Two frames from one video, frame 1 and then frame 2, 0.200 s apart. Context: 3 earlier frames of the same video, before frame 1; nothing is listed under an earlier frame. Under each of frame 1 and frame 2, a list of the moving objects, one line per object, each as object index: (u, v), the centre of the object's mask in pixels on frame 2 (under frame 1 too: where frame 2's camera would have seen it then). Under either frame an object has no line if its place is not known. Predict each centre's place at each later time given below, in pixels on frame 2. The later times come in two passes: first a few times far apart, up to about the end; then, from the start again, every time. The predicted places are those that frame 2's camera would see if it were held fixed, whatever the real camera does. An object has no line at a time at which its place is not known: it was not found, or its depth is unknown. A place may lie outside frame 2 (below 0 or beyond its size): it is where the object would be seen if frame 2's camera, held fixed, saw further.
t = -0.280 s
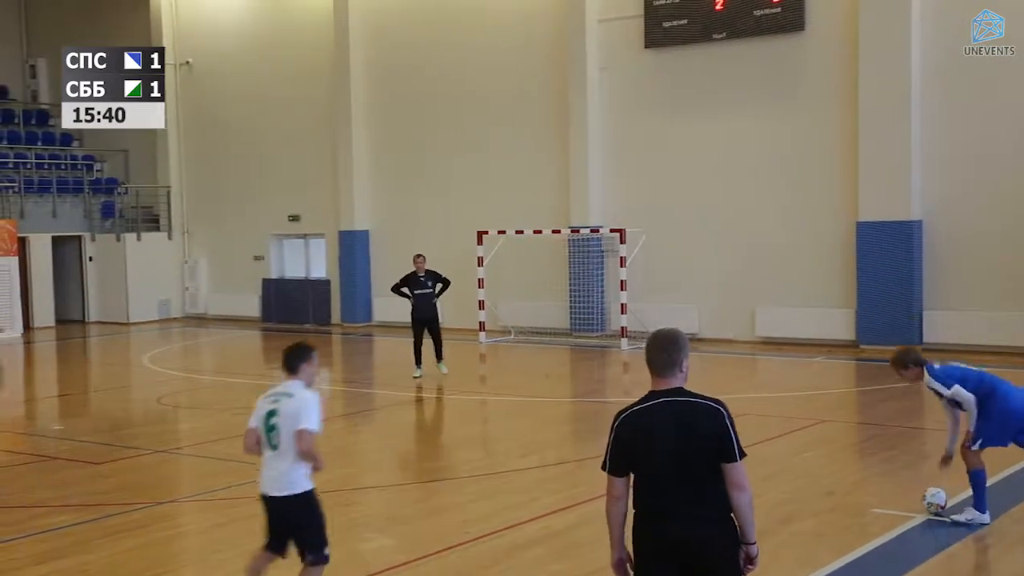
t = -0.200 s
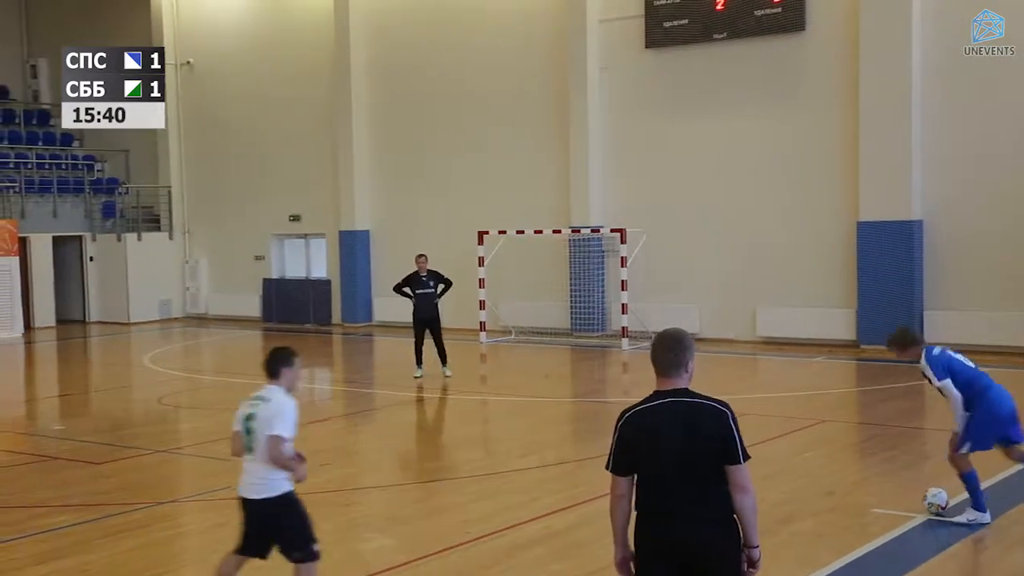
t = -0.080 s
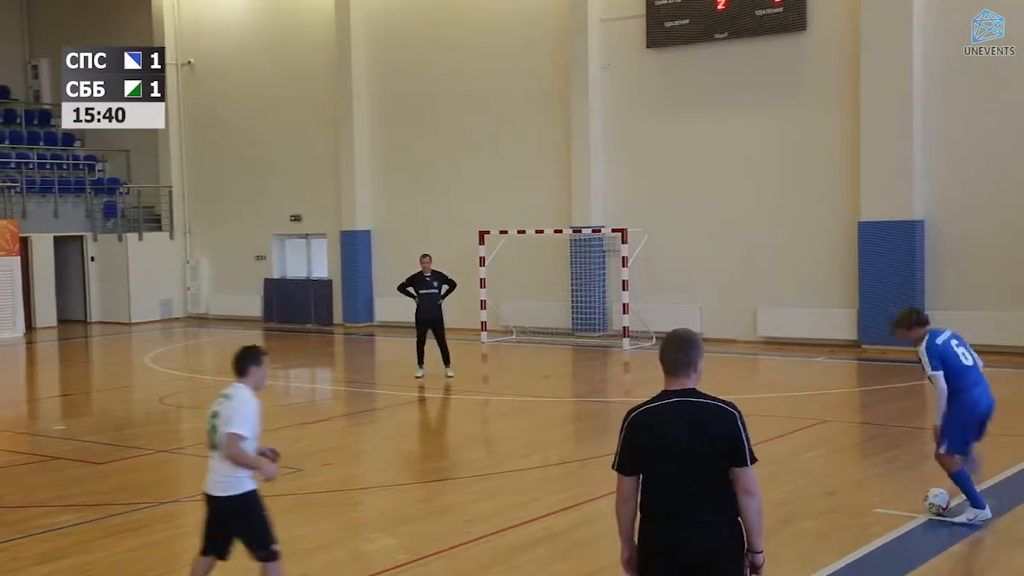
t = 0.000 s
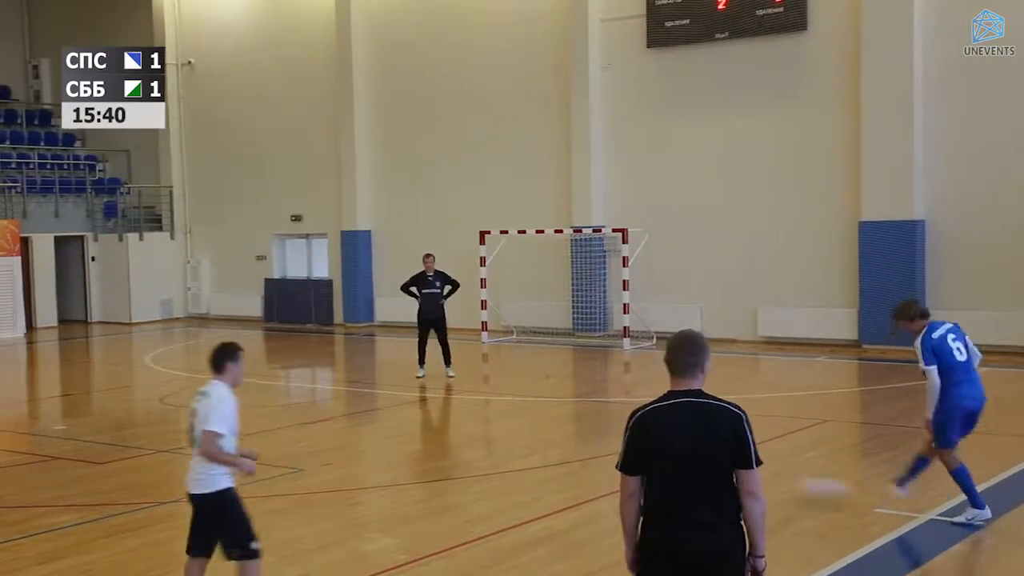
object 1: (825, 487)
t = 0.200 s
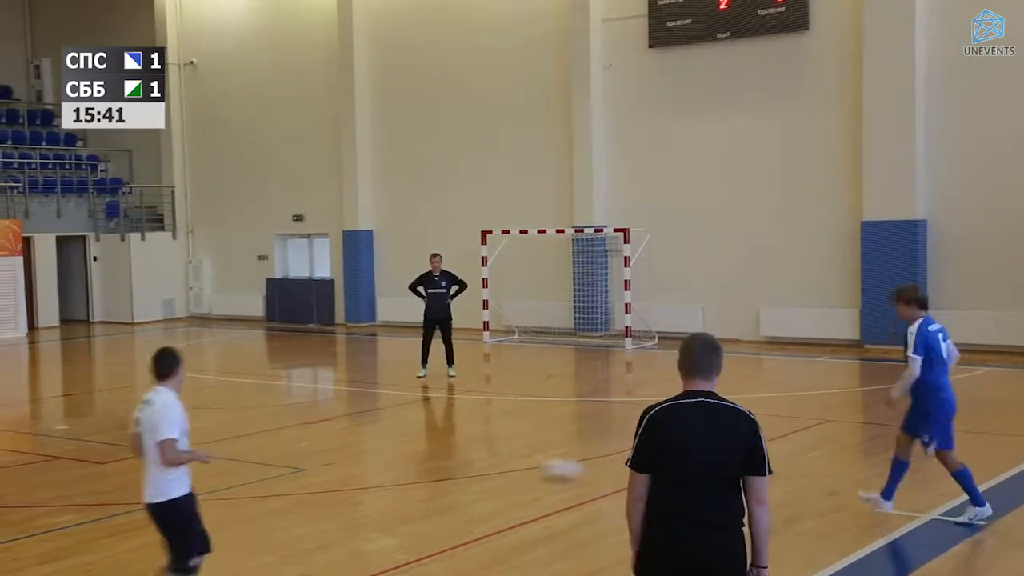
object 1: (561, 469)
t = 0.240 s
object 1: (519, 463)
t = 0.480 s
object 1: (304, 448)
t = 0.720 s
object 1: (139, 437)
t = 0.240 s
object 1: (519, 463)
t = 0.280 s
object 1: (480, 461)
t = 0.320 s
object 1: (440, 459)
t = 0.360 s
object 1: (403, 455)
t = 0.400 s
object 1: (368, 453)
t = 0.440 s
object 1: (336, 449)
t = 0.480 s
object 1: (304, 448)
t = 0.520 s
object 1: (271, 445)
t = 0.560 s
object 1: (243, 444)
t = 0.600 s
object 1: (215, 442)
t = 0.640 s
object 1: (189, 439)
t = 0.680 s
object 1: (164, 438)
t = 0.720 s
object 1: (139, 437)
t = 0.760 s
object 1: (116, 434)
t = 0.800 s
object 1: (95, 432)
